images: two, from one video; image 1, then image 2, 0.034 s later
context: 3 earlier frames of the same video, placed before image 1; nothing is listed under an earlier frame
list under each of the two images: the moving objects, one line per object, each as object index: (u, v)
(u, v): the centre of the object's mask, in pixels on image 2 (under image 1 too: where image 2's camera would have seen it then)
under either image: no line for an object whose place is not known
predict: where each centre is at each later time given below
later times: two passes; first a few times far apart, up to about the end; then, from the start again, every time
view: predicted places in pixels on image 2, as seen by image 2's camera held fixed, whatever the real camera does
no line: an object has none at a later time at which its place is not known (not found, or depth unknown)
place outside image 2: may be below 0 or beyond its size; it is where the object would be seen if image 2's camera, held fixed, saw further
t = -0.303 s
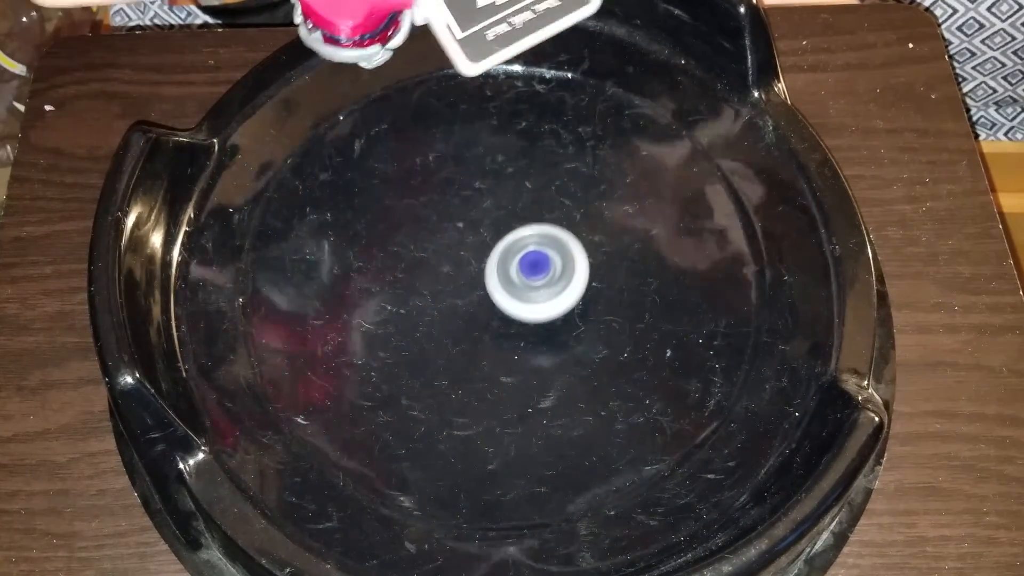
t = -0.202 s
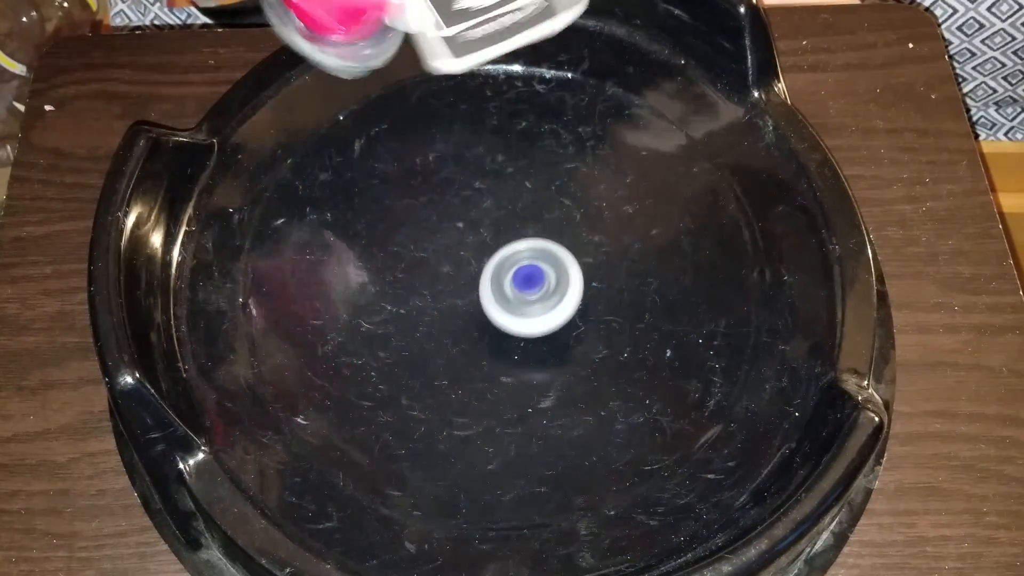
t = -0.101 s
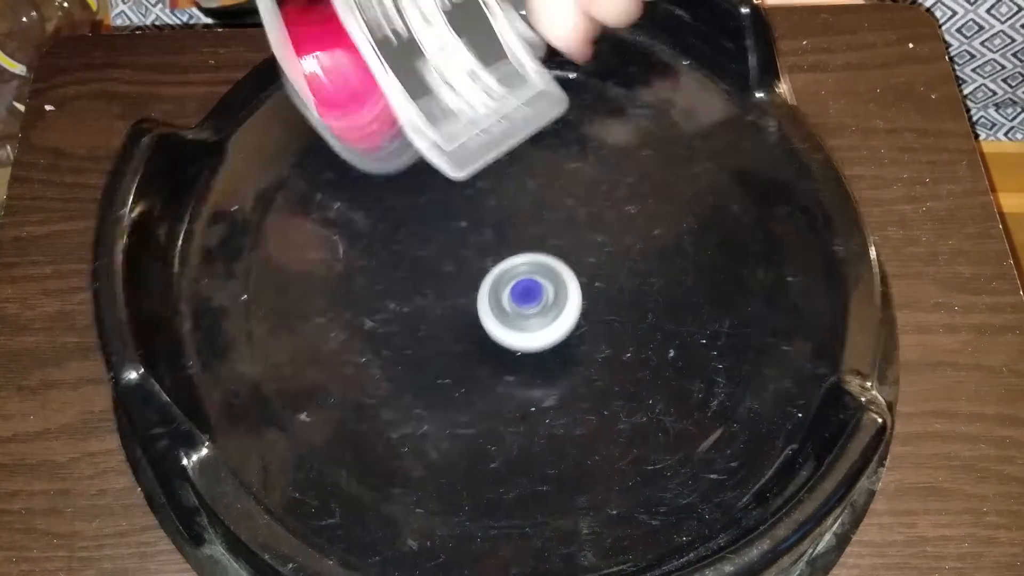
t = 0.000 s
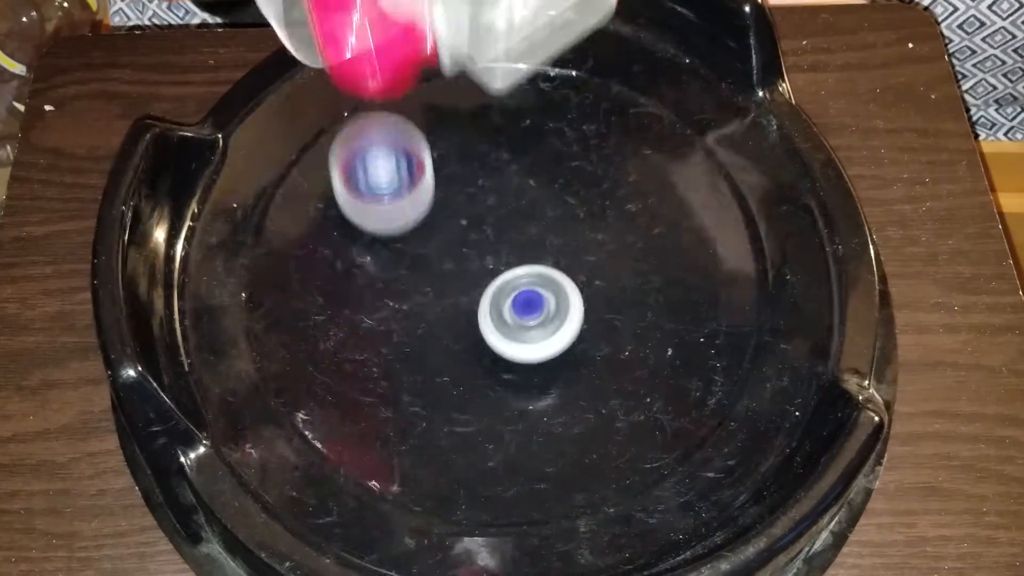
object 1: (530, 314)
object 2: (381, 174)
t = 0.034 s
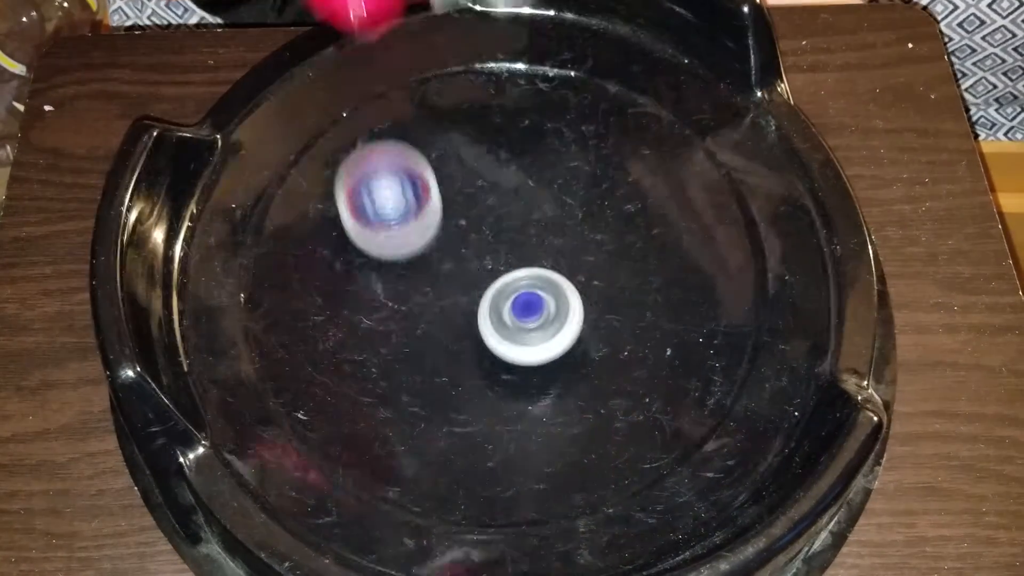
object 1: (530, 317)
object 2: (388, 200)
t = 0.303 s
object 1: (584, 342)
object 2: (434, 314)
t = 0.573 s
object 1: (636, 298)
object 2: (406, 305)
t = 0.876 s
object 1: (602, 178)
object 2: (405, 459)
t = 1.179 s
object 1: (512, 173)
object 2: (491, 510)
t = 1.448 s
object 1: (439, 247)
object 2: (599, 371)
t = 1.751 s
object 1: (458, 317)
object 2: (526, 242)
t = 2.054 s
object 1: (511, 326)
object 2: (403, 246)
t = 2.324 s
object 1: (531, 275)
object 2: (391, 320)
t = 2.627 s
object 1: (498, 195)
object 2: (482, 372)
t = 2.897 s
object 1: (459, 180)
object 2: (557, 334)
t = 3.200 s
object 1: (421, 231)
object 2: (591, 242)
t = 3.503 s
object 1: (459, 293)
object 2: (532, 168)
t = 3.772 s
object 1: (539, 306)
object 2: (448, 190)
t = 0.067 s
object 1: (530, 319)
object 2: (397, 226)
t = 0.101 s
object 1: (528, 320)
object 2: (408, 252)
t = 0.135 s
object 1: (527, 320)
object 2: (422, 275)
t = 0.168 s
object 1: (536, 324)
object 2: (427, 289)
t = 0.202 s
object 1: (547, 330)
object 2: (429, 298)
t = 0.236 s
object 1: (553, 334)
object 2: (435, 307)
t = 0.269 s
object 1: (558, 337)
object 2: (446, 315)
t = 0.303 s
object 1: (584, 342)
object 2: (434, 314)
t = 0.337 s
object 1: (616, 346)
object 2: (412, 305)
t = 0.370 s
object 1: (637, 345)
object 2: (395, 298)
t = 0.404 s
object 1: (651, 341)
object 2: (385, 292)
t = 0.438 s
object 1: (656, 334)
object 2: (380, 289)
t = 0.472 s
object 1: (657, 326)
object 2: (381, 288)
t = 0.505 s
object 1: (653, 316)
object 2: (387, 291)
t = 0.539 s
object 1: (646, 307)
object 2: (395, 297)
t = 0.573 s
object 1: (636, 298)
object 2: (406, 305)
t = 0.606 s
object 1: (624, 290)
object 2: (420, 314)
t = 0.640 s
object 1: (612, 284)
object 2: (435, 325)
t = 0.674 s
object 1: (599, 280)
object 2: (450, 334)
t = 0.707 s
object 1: (585, 276)
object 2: (467, 340)
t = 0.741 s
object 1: (571, 274)
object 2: (484, 344)
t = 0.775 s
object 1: (567, 262)
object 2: (481, 364)
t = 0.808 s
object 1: (583, 232)
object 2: (453, 400)
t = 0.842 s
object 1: (596, 202)
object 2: (426, 433)
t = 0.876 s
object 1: (602, 178)
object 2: (405, 459)
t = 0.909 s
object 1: (604, 160)
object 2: (391, 478)
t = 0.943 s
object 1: (600, 148)
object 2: (386, 492)
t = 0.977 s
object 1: (591, 144)
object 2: (390, 502)
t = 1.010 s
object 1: (579, 144)
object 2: (399, 510)
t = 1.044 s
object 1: (565, 147)
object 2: (413, 515)
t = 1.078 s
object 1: (551, 152)
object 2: (431, 517)
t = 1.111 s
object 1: (538, 158)
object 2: (451, 517)
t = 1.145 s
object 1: (525, 165)
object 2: (471, 515)
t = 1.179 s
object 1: (512, 173)
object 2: (491, 510)
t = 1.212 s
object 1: (499, 180)
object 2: (510, 499)
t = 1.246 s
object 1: (487, 189)
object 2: (528, 485)
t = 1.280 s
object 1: (476, 198)
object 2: (545, 469)
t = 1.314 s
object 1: (466, 208)
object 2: (561, 451)
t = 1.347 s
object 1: (457, 217)
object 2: (574, 432)
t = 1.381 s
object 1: (450, 227)
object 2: (585, 412)
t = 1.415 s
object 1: (443, 237)
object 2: (593, 391)
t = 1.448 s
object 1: (439, 247)
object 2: (599, 371)
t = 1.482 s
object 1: (436, 256)
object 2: (601, 351)
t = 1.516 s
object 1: (434, 264)
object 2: (601, 332)
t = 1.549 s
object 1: (434, 274)
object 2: (597, 313)
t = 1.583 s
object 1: (435, 283)
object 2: (590, 297)
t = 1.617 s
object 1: (437, 291)
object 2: (581, 282)
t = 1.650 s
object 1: (440, 299)
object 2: (569, 269)
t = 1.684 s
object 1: (445, 306)
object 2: (555, 259)
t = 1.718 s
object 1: (451, 313)
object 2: (540, 250)
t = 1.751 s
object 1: (458, 317)
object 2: (526, 242)
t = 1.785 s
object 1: (463, 323)
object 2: (511, 235)
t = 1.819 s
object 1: (467, 328)
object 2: (497, 229)
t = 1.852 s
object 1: (473, 332)
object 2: (482, 226)
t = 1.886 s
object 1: (478, 334)
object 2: (468, 225)
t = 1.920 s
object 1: (484, 335)
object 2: (453, 226)
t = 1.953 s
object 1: (491, 335)
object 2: (439, 229)
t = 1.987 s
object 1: (498, 333)
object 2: (426, 233)
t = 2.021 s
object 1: (504, 330)
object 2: (414, 239)
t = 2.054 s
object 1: (511, 326)
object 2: (403, 246)
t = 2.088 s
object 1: (516, 321)
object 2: (395, 254)
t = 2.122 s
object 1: (521, 314)
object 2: (389, 263)
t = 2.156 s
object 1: (524, 308)
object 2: (385, 272)
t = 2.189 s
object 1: (527, 301)
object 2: (382, 281)
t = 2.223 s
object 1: (529, 294)
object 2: (381, 291)
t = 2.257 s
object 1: (530, 287)
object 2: (382, 301)
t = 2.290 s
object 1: (531, 281)
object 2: (385, 311)
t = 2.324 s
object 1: (531, 275)
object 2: (391, 320)
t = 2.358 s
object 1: (529, 269)
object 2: (400, 329)
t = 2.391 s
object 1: (527, 263)
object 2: (411, 336)
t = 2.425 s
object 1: (523, 257)
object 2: (423, 340)
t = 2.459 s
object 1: (517, 252)
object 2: (436, 342)
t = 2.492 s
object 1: (511, 248)
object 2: (451, 341)
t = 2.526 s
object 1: (504, 244)
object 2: (464, 337)
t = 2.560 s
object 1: (497, 239)
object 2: (476, 336)
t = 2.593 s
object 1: (497, 219)
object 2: (479, 353)
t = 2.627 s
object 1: (498, 195)
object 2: (482, 372)
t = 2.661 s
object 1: (497, 178)
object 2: (487, 385)
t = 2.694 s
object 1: (494, 167)
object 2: (496, 390)
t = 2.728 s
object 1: (489, 162)
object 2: (506, 389)
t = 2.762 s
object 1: (483, 161)
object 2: (518, 383)
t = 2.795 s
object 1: (477, 163)
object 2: (530, 374)
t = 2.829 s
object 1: (470, 168)
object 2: (541, 362)
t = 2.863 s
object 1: (465, 173)
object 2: (550, 348)
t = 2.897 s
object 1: (459, 180)
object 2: (557, 334)
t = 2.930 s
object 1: (455, 189)
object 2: (561, 318)
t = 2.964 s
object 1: (453, 198)
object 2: (564, 303)
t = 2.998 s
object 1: (452, 206)
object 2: (562, 288)
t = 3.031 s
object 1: (452, 216)
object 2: (559, 274)
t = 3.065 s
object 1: (452, 225)
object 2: (554, 260)
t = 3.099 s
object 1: (442, 226)
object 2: (564, 254)
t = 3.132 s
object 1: (430, 227)
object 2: (580, 251)
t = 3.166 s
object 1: (423, 229)
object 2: (588, 247)
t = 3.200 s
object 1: (421, 231)
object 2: (591, 242)
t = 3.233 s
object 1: (423, 236)
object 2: (590, 235)
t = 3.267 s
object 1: (427, 240)
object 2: (584, 228)
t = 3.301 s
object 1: (432, 245)
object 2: (575, 220)
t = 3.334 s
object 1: (440, 251)
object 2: (564, 213)
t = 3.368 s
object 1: (448, 255)
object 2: (552, 206)
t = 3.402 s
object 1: (456, 262)
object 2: (540, 200)
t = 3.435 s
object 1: (455, 274)
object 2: (538, 187)
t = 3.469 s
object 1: (455, 284)
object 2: (537, 175)
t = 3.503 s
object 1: (459, 293)
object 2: (532, 168)
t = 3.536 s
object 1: (467, 299)
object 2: (524, 164)
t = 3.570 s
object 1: (477, 303)
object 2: (514, 161)
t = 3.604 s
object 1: (489, 306)
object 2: (502, 161)
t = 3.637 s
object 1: (501, 308)
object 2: (490, 163)
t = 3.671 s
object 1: (512, 308)
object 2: (478, 167)
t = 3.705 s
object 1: (522, 308)
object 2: (467, 173)
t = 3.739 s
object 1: (531, 308)
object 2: (457, 180)
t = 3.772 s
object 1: (539, 306)
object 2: (448, 190)
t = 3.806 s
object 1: (546, 303)
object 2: (441, 201)
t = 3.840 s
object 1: (552, 299)
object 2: (436, 213)
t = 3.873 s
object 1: (557, 295)
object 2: (433, 226)
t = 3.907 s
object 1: (560, 290)
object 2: (434, 239)
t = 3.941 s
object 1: (562, 286)
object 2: (437, 252)
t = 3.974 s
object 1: (562, 282)
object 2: (443, 264)
